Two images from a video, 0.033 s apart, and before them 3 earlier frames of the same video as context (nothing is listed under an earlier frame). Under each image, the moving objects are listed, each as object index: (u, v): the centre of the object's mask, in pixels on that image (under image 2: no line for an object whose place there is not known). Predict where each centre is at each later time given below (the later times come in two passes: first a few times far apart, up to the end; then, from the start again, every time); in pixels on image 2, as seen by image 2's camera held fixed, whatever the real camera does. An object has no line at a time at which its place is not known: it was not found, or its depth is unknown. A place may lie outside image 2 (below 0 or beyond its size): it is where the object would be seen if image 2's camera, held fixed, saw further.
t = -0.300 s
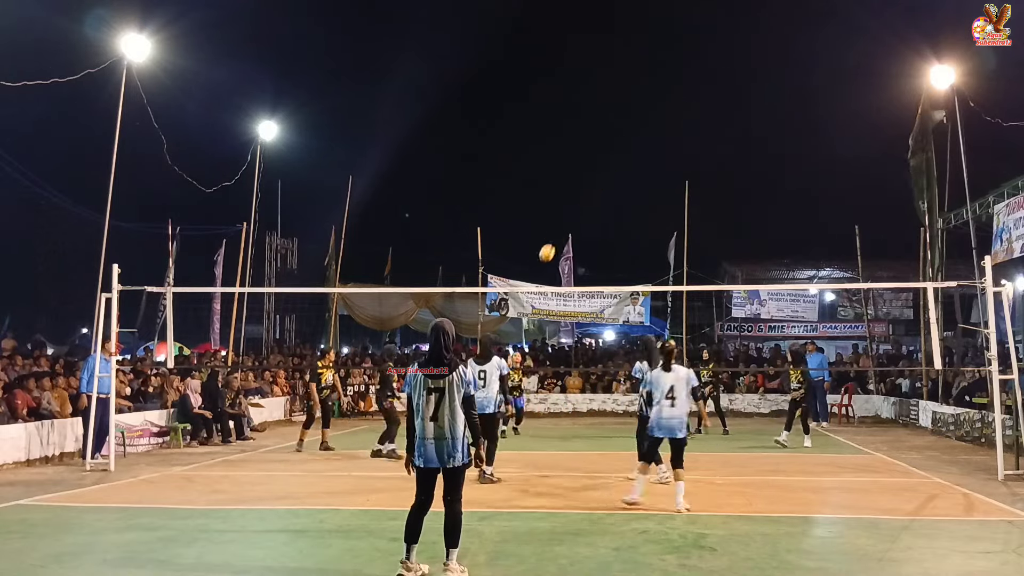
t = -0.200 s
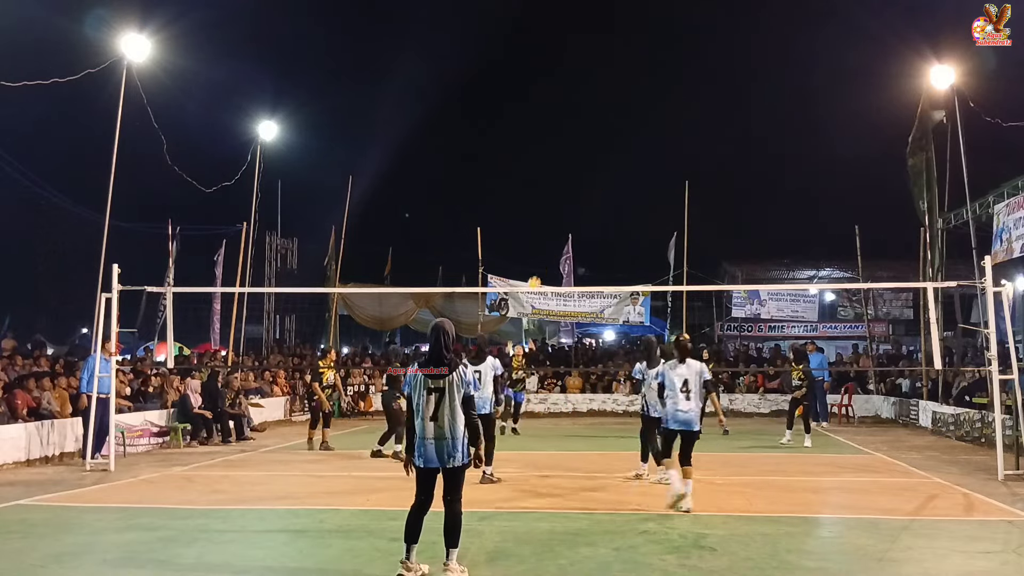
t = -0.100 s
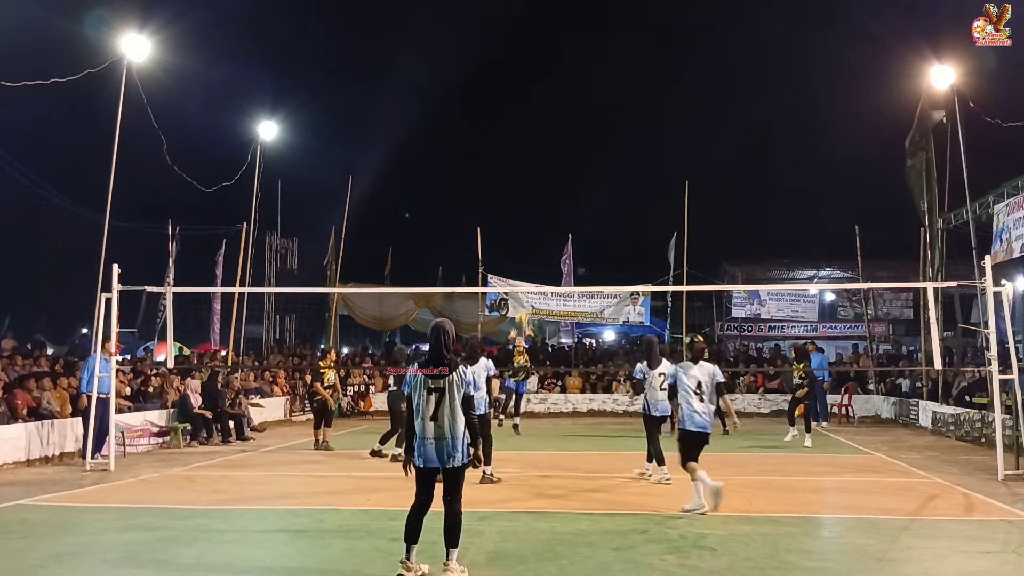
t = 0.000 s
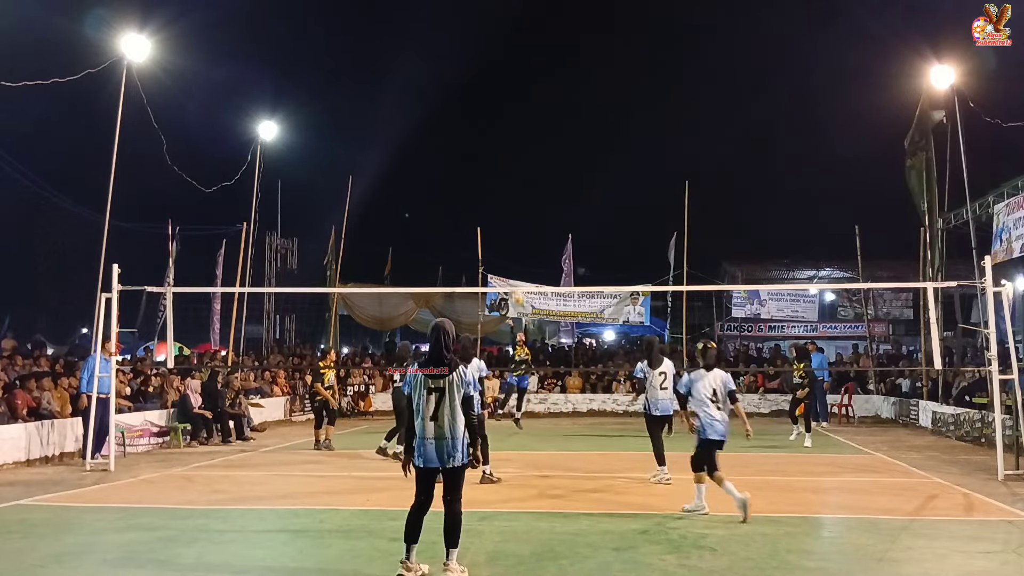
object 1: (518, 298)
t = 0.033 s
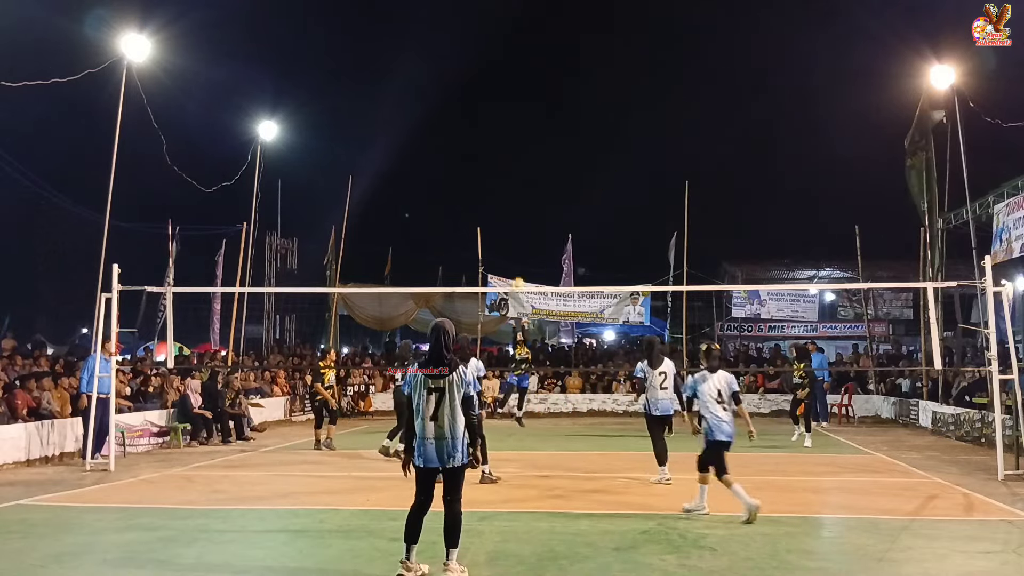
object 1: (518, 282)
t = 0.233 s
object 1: (516, 220)
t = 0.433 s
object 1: (513, 174)
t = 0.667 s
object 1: (509, 148)
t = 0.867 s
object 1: (505, 151)
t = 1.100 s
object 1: (500, 184)
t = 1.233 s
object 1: (496, 219)
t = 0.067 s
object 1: (518, 273)
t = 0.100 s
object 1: (517, 261)
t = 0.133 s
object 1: (517, 250)
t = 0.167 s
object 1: (517, 239)
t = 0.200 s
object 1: (516, 229)
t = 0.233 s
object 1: (516, 220)
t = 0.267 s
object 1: (516, 211)
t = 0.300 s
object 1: (515, 202)
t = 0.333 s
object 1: (515, 194)
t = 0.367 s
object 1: (514, 187)
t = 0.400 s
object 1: (514, 180)
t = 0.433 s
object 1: (513, 174)
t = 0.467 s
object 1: (512, 169)
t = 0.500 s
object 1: (512, 164)
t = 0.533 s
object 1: (511, 159)
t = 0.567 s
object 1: (511, 156)
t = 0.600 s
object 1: (510, 153)
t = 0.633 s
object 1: (509, 150)
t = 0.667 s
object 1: (509, 148)
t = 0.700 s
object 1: (508, 147)
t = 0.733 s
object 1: (507, 147)
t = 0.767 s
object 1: (507, 147)
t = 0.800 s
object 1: (506, 147)
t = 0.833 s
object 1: (505, 149)
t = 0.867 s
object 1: (505, 151)
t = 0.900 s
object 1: (504, 153)
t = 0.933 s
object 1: (504, 157)
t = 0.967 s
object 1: (503, 161)
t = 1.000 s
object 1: (502, 166)
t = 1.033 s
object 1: (501, 171)
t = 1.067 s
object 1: (500, 177)
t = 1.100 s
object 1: (500, 184)
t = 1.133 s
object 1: (499, 192)
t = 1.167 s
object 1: (498, 200)
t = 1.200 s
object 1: (497, 209)
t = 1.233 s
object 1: (496, 219)
